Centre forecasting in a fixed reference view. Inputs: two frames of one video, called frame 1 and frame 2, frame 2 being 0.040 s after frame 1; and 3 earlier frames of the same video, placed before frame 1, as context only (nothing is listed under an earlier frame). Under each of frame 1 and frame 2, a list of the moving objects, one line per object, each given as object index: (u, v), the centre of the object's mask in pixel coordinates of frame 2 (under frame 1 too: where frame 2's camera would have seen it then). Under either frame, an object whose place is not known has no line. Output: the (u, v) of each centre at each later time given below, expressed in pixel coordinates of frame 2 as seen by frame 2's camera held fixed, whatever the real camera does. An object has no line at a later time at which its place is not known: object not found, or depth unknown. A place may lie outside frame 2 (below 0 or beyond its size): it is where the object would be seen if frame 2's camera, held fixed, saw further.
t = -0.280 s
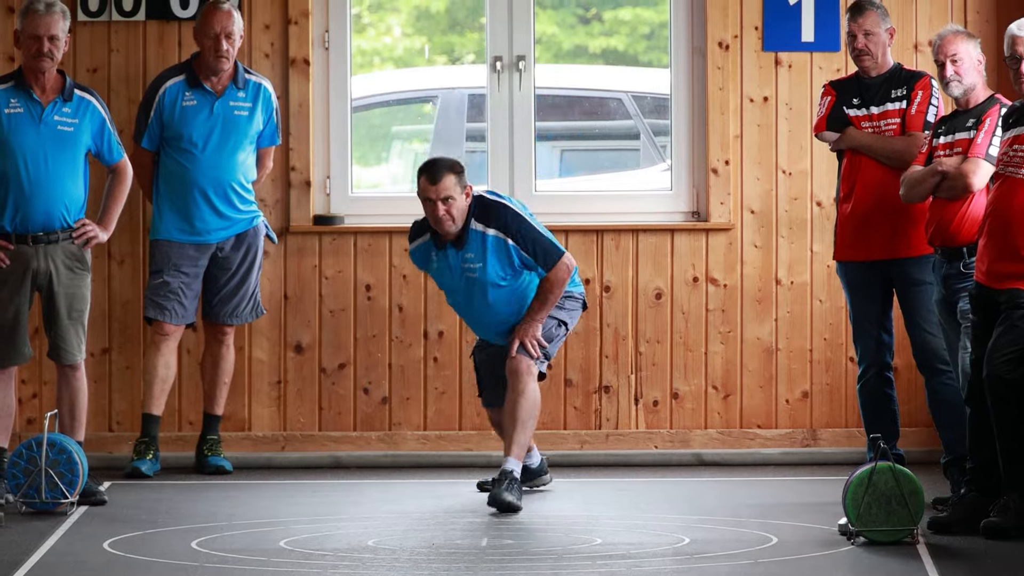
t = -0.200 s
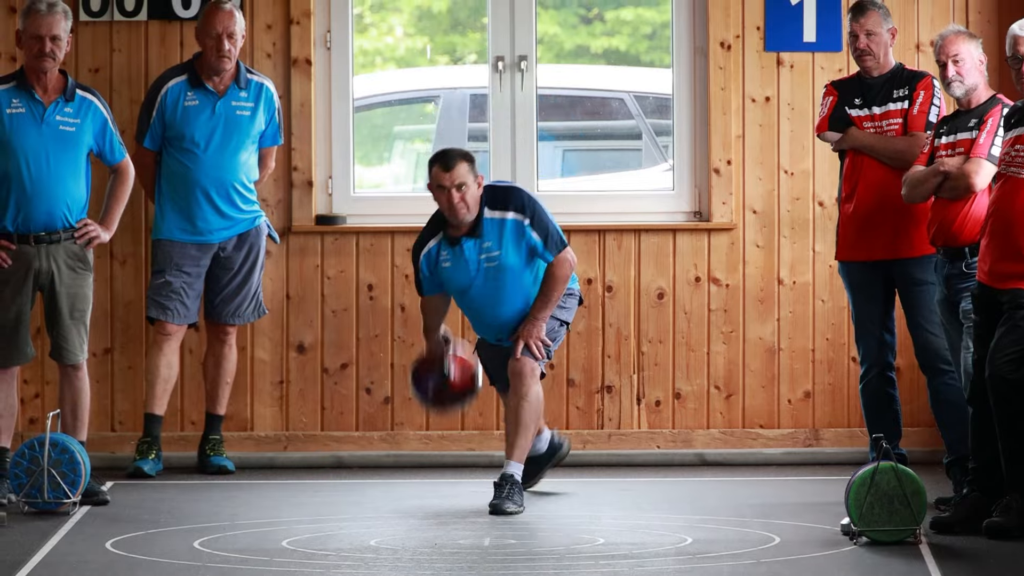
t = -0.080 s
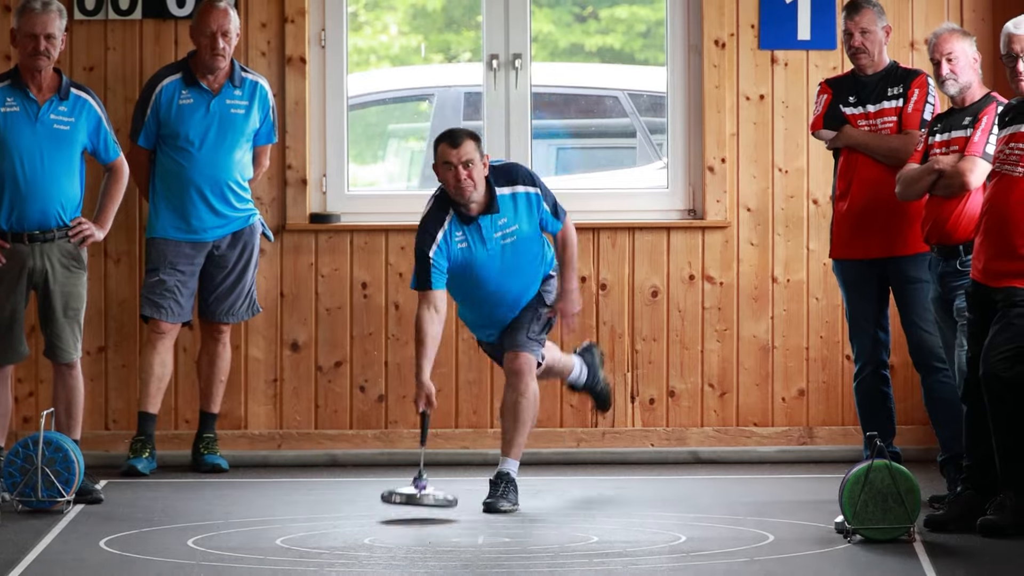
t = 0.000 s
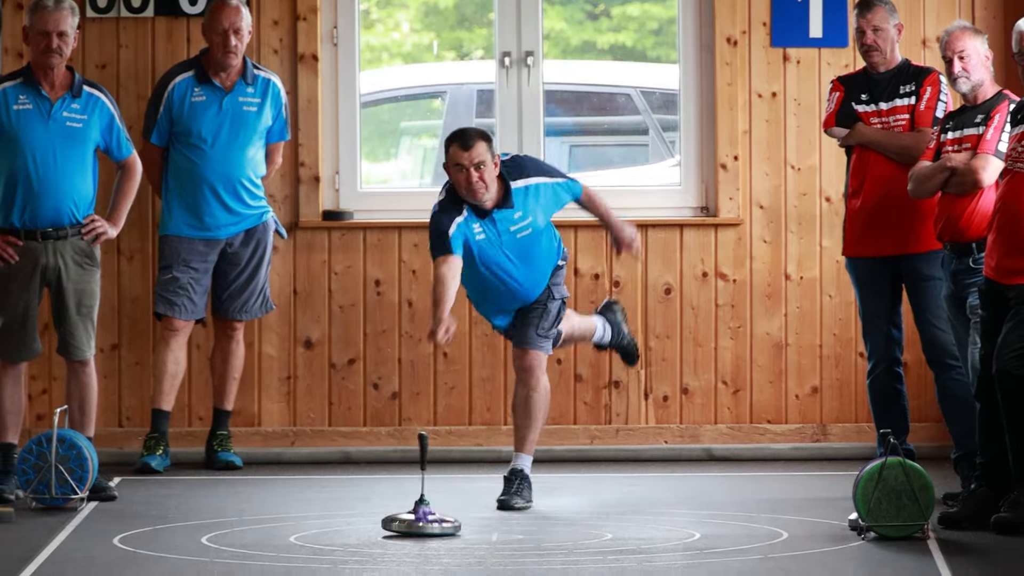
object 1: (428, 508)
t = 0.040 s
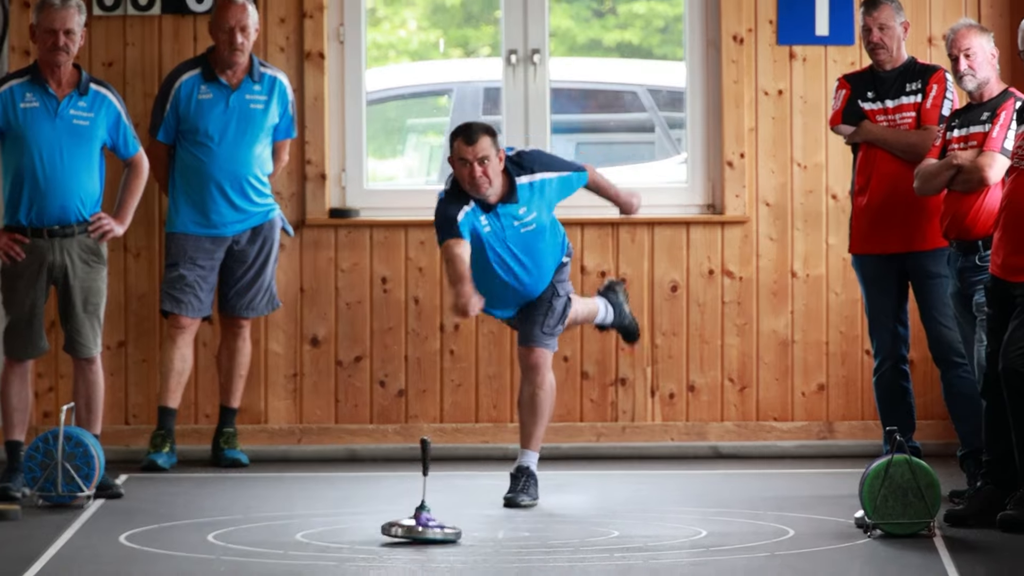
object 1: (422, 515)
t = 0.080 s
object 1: (414, 528)
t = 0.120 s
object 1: (408, 537)
